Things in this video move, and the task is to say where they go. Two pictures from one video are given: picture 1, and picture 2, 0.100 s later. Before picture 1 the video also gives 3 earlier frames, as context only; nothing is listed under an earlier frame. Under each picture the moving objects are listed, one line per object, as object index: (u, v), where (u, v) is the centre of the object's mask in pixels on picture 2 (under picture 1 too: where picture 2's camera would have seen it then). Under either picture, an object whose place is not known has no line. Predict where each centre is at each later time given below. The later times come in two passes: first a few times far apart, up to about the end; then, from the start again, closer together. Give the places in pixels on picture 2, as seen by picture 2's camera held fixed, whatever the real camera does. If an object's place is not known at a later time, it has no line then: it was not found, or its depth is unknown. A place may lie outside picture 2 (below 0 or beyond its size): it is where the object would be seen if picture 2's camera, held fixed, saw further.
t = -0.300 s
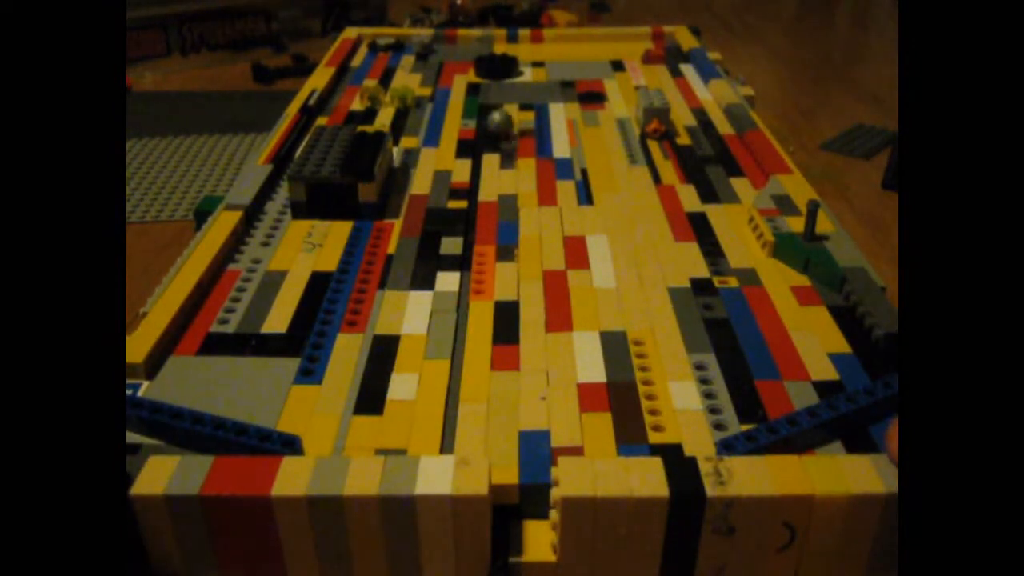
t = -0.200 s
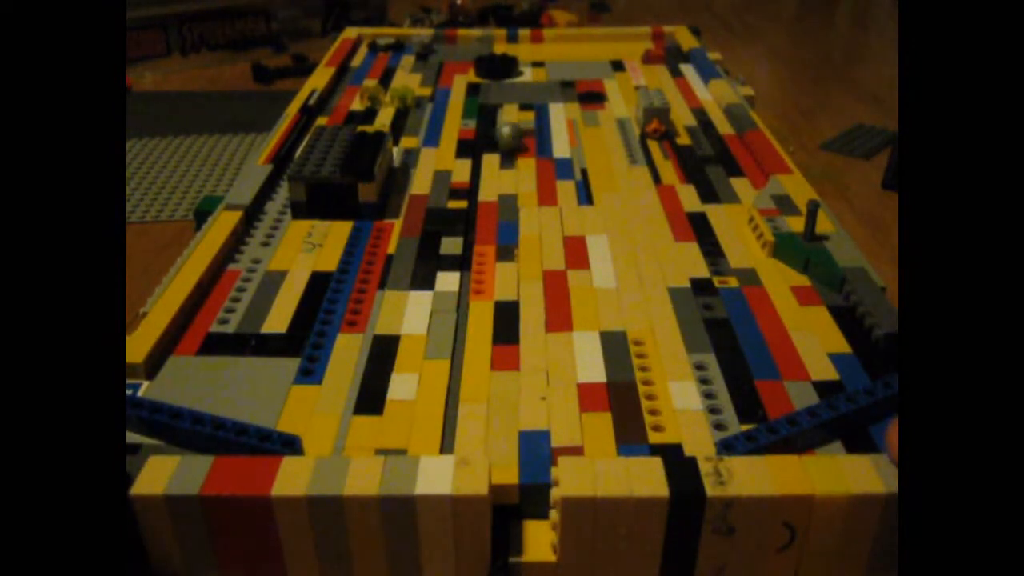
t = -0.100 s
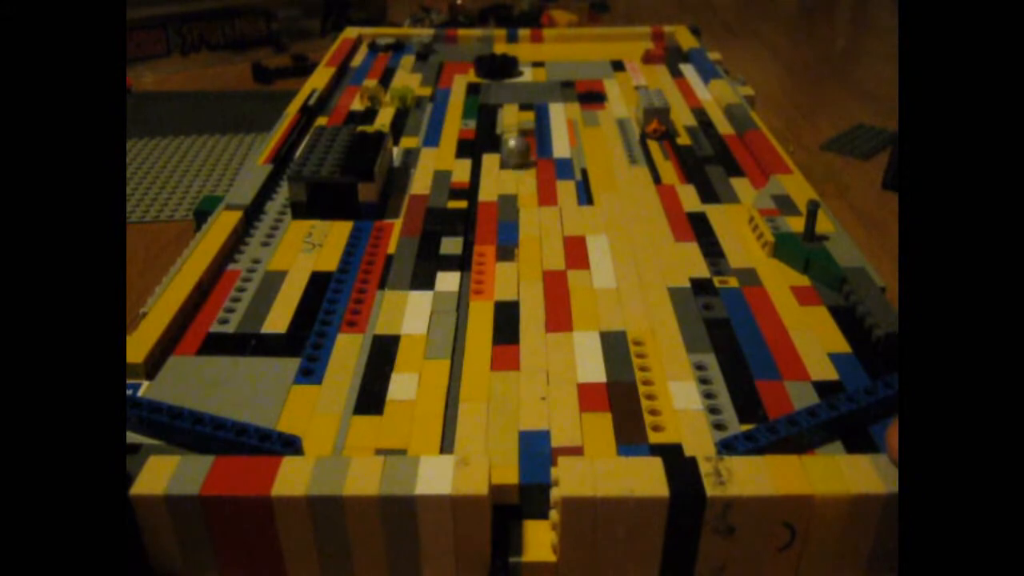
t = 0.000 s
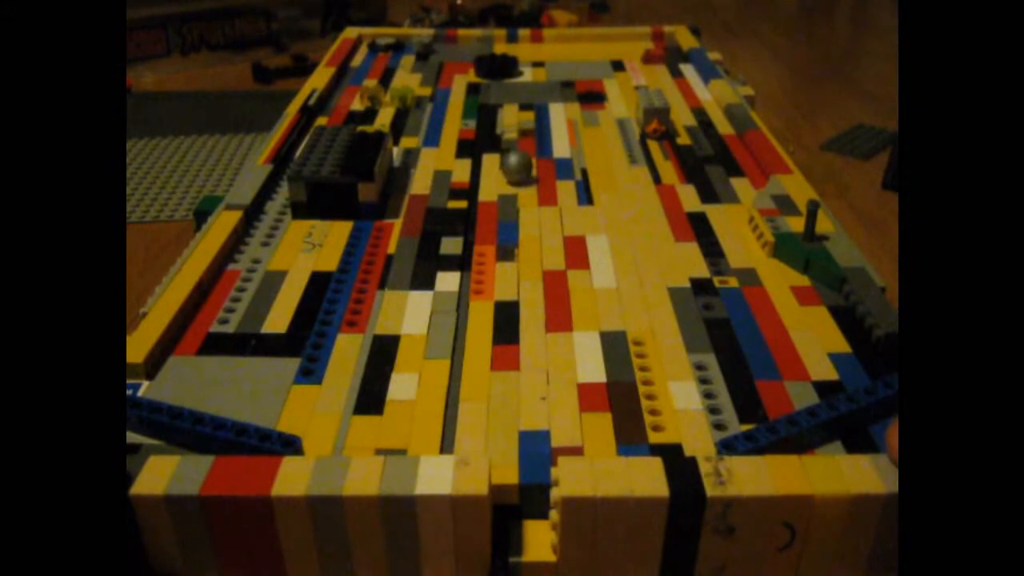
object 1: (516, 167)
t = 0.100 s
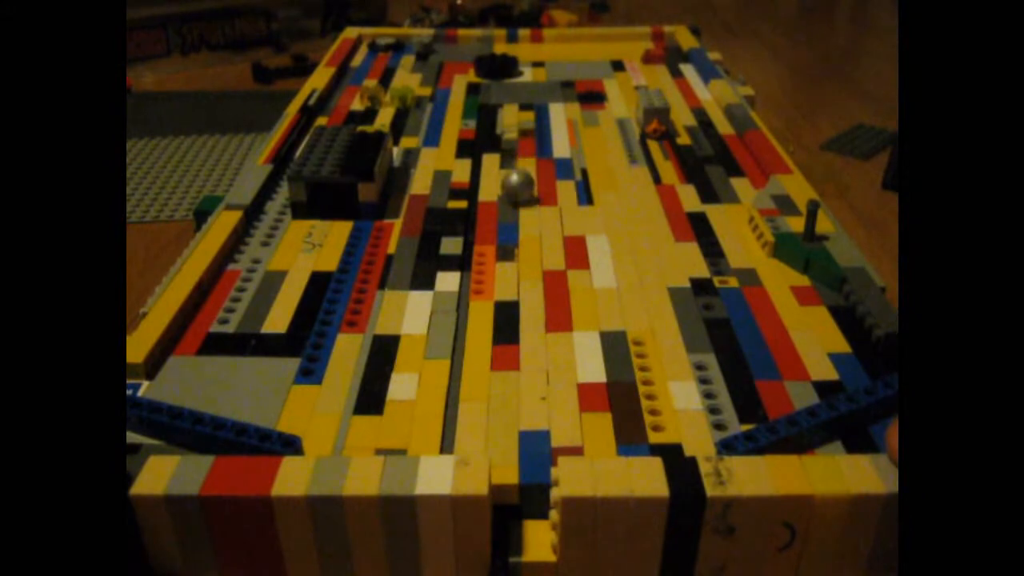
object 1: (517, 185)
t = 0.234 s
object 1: (516, 215)
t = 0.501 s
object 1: (485, 293)
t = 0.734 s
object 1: (402, 393)
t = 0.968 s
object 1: (329, 432)
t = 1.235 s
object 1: (346, 425)
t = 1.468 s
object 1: (389, 427)
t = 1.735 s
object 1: (439, 437)
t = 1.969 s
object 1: (459, 437)
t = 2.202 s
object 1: (454, 437)
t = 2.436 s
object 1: (457, 436)
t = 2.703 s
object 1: (455, 436)
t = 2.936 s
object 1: (456, 435)
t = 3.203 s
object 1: (455, 435)
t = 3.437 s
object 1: (455, 436)
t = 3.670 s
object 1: (454, 436)
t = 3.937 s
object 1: (454, 436)
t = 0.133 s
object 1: (517, 192)
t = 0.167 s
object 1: (517, 199)
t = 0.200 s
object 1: (517, 206)
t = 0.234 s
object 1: (516, 215)
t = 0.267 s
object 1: (514, 223)
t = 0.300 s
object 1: (512, 232)
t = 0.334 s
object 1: (509, 240)
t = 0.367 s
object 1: (506, 250)
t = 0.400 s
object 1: (502, 259)
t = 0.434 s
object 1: (496, 268)
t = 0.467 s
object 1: (491, 281)
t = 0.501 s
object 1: (485, 293)
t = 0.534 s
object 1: (475, 304)
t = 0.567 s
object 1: (465, 319)
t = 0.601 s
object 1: (454, 332)
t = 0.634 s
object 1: (444, 346)
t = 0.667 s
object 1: (432, 361)
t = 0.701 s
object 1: (418, 376)
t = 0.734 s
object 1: (402, 393)
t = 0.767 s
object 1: (388, 408)
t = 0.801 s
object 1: (374, 427)
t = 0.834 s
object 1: (360, 436)
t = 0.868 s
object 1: (352, 434)
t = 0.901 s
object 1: (343, 433)
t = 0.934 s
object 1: (336, 433)
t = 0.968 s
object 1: (329, 432)
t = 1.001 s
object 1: (328, 431)
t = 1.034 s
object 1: (326, 429)
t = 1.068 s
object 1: (327, 429)
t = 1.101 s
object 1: (329, 429)
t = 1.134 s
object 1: (331, 428)
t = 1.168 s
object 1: (336, 427)
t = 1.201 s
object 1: (341, 426)
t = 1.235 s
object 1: (346, 425)
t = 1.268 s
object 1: (352, 425)
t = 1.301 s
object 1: (358, 424)
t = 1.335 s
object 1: (364, 425)
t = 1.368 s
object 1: (371, 423)
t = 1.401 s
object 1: (377, 425)
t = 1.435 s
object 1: (383, 426)
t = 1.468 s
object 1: (389, 427)
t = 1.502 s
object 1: (395, 429)
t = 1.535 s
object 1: (401, 430)
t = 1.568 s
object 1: (407, 432)
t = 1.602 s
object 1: (413, 432)
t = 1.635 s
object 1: (420, 434)
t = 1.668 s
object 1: (426, 436)
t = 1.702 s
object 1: (433, 437)
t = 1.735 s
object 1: (439, 437)
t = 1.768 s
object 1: (444, 437)
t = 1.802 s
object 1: (447, 437)
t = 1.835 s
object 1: (450, 437)
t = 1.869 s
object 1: (451, 437)
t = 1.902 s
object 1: (454, 437)
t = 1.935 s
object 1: (457, 437)
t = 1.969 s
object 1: (459, 437)
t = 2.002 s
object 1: (459, 436)
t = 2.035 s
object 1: (458, 437)
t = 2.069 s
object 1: (457, 437)
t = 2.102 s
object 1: (455, 437)
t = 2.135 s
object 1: (452, 437)
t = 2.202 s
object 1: (454, 437)
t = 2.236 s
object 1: (456, 437)
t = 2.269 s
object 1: (457, 436)
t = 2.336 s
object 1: (455, 436)
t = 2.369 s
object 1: (454, 436)
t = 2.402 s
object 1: (454, 436)
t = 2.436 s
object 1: (457, 436)
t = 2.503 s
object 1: (455, 436)
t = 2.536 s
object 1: (453, 436)
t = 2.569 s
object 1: (454, 436)
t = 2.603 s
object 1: (456, 436)
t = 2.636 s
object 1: (457, 436)
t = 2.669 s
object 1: (456, 436)
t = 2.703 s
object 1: (455, 436)
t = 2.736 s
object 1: (454, 436)
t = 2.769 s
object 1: (455, 435)
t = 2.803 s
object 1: (456, 436)
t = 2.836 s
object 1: (455, 435)
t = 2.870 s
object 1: (455, 435)
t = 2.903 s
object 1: (456, 435)
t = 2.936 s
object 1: (456, 435)
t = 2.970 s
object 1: (454, 436)
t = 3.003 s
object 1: (455, 436)
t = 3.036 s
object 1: (456, 437)
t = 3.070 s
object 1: (455, 436)
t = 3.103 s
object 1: (454, 436)
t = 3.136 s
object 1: (455, 436)
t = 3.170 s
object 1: (455, 435)
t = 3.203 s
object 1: (455, 435)
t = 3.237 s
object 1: (455, 435)
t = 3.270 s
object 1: (455, 435)
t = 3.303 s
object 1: (455, 435)
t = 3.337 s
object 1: (454, 436)
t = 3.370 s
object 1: (455, 436)
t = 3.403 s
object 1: (455, 436)
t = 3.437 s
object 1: (455, 436)
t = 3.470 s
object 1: (454, 436)
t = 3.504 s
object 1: (455, 436)
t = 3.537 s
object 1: (455, 436)
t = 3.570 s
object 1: (454, 436)
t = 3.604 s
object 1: (455, 436)
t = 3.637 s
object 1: (454, 436)
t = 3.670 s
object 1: (454, 436)
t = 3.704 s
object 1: (454, 436)
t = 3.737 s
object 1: (455, 436)
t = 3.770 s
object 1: (455, 436)
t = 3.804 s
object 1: (455, 436)
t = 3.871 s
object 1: (455, 436)
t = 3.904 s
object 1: (454, 436)
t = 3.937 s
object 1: (454, 436)
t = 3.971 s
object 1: (455, 436)
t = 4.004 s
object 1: (455, 435)
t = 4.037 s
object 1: (454, 436)
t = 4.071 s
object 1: (454, 436)
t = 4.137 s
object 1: (452, 436)
